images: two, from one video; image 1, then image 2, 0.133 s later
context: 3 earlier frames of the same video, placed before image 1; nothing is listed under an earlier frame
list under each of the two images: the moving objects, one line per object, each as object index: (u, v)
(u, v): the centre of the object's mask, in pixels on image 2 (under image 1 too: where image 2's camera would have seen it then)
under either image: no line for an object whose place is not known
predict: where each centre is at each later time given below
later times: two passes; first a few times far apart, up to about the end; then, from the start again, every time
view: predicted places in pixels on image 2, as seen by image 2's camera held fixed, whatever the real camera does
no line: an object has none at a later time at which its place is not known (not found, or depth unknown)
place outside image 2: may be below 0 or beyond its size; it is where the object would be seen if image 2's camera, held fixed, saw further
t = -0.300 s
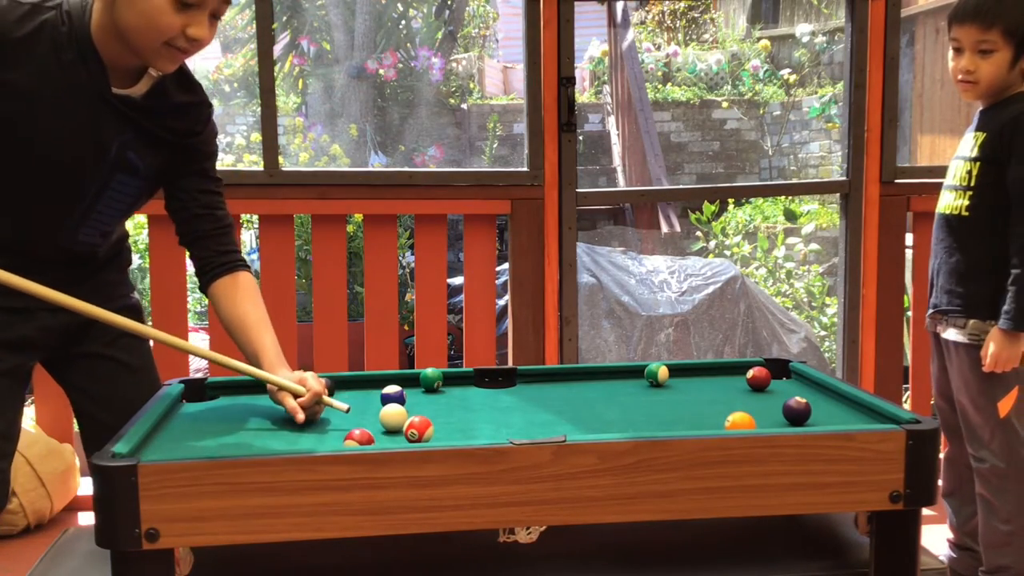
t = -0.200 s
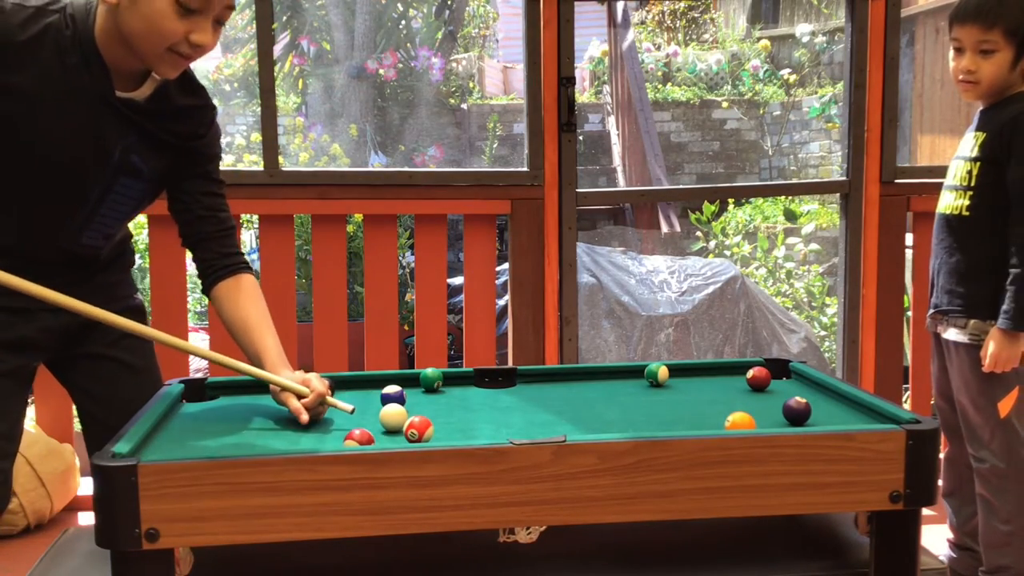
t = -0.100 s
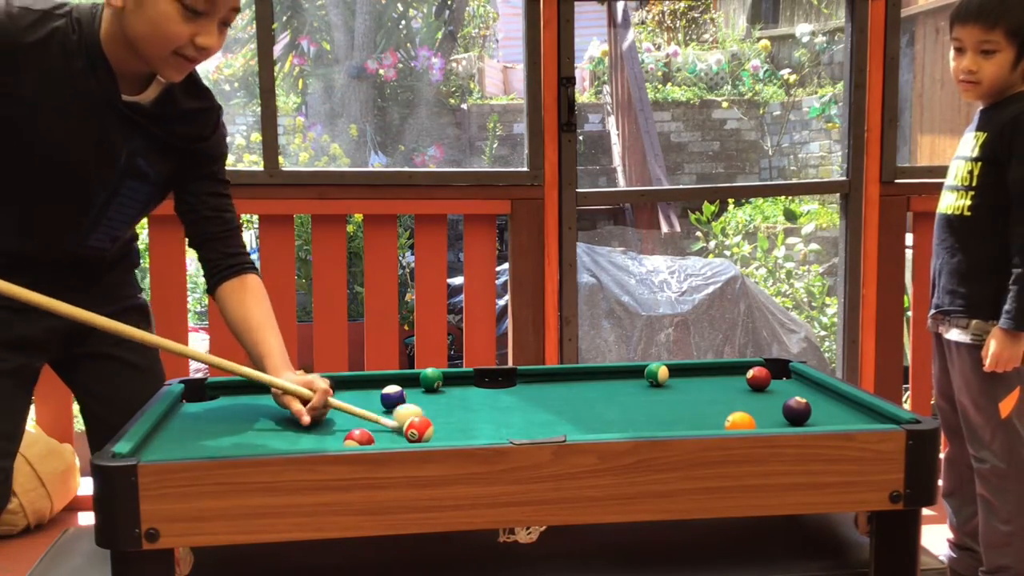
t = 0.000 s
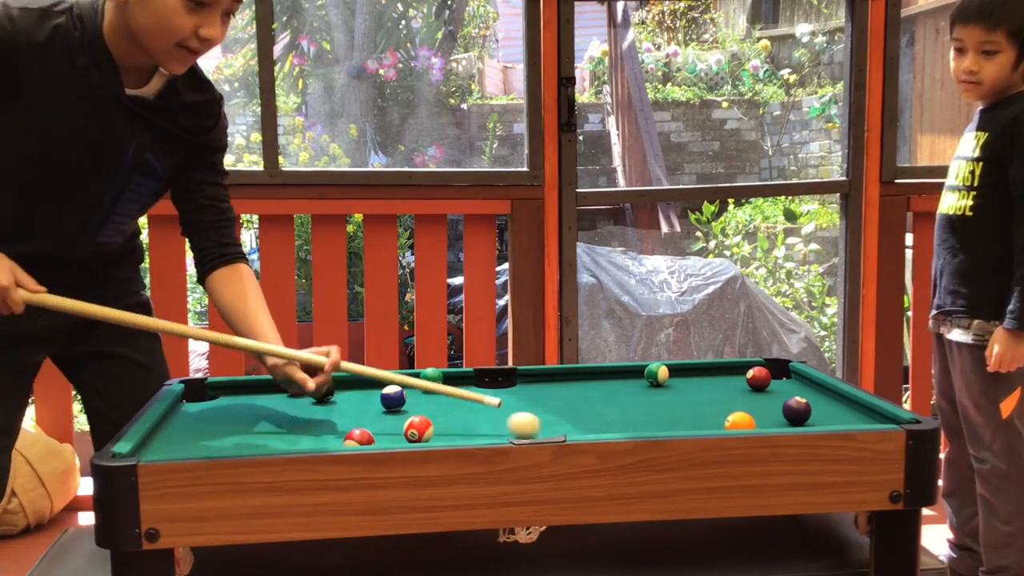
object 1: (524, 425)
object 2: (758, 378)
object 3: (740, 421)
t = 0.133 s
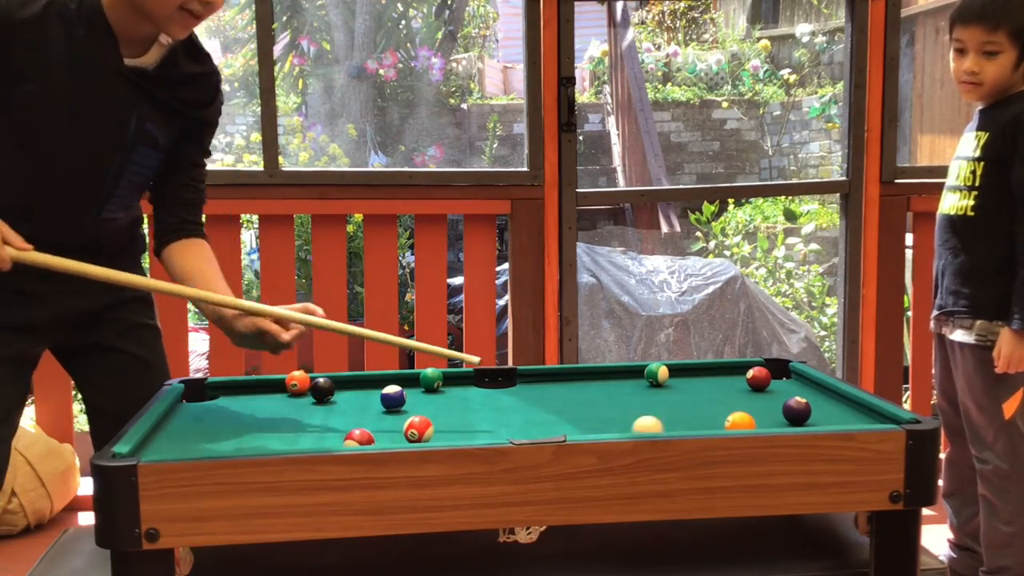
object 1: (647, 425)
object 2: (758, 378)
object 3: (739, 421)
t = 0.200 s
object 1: (684, 422)
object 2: (758, 378)
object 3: (739, 421)
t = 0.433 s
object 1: (762, 404)
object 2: (758, 378)
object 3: (761, 422)
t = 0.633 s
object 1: (810, 392)
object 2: (758, 378)
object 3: (770, 421)
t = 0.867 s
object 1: (789, 383)
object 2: (758, 378)
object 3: (770, 421)
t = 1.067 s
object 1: (777, 380)
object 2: (740, 375)
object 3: (770, 421)
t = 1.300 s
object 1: (772, 380)
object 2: (718, 373)
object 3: (770, 421)
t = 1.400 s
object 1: (771, 380)
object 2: (709, 372)
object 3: (770, 421)
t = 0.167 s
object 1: (666, 423)
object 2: (758, 378)
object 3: (739, 421)
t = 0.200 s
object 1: (684, 422)
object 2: (758, 378)
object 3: (739, 421)
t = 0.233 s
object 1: (702, 420)
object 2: (758, 378)
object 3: (739, 421)
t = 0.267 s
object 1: (715, 418)
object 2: (758, 378)
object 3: (742, 421)
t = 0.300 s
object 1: (724, 416)
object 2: (758, 378)
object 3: (748, 422)
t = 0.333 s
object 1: (733, 412)
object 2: (758, 378)
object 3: (752, 422)
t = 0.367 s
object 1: (743, 410)
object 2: (758, 378)
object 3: (757, 423)
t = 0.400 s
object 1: (753, 407)
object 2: (758, 378)
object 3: (760, 423)
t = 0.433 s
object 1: (762, 404)
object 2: (758, 378)
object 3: (761, 422)
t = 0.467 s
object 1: (770, 403)
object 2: (758, 378)
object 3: (763, 422)
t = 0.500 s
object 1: (777, 401)
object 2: (758, 378)
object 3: (765, 422)
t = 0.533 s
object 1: (784, 396)
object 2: (758, 378)
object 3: (766, 422)
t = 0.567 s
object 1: (794, 392)
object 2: (758, 378)
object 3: (768, 422)
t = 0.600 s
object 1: (803, 392)
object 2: (758, 378)
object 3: (769, 421)
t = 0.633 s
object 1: (810, 392)
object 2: (758, 378)
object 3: (770, 421)
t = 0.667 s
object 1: (816, 391)
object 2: (758, 378)
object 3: (771, 421)
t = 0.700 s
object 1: (823, 389)
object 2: (758, 378)
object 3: (771, 421)
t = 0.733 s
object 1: (817, 388)
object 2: (758, 378)
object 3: (771, 421)
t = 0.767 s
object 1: (809, 387)
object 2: (758, 378)
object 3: (771, 421)
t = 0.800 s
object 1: (802, 385)
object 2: (758, 378)
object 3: (771, 421)
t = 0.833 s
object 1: (795, 384)
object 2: (758, 378)
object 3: (771, 421)
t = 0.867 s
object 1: (789, 383)
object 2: (758, 378)
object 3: (770, 421)
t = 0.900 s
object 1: (783, 381)
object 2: (758, 378)
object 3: (770, 421)
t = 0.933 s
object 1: (781, 381)
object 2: (755, 377)
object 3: (770, 421)
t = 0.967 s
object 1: (780, 381)
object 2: (751, 377)
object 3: (770, 421)
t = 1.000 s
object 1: (778, 381)
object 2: (747, 376)
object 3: (770, 421)
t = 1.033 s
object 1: (778, 380)
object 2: (744, 376)
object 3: (770, 421)
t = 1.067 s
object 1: (777, 380)
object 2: (740, 375)
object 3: (770, 421)
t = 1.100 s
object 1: (776, 380)
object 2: (737, 375)
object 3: (770, 421)
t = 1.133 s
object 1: (775, 380)
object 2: (733, 375)
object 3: (770, 421)
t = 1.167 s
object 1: (774, 380)
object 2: (730, 374)
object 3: (770, 421)
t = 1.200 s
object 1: (774, 380)
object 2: (727, 374)
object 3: (770, 421)
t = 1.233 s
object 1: (773, 380)
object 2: (724, 373)
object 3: (770, 421)
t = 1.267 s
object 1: (773, 380)
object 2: (720, 373)
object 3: (770, 421)
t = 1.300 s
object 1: (772, 380)
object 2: (718, 373)
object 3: (770, 421)
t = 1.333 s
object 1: (772, 380)
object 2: (715, 373)
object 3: (770, 421)
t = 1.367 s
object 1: (771, 380)
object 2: (712, 372)
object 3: (770, 421)
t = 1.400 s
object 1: (771, 380)
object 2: (709, 372)
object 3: (770, 421)
